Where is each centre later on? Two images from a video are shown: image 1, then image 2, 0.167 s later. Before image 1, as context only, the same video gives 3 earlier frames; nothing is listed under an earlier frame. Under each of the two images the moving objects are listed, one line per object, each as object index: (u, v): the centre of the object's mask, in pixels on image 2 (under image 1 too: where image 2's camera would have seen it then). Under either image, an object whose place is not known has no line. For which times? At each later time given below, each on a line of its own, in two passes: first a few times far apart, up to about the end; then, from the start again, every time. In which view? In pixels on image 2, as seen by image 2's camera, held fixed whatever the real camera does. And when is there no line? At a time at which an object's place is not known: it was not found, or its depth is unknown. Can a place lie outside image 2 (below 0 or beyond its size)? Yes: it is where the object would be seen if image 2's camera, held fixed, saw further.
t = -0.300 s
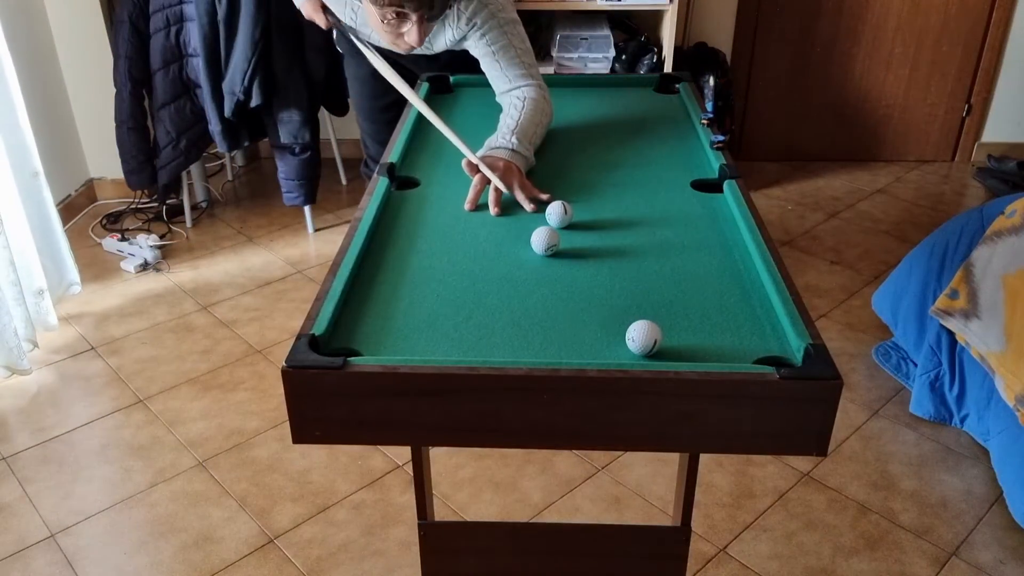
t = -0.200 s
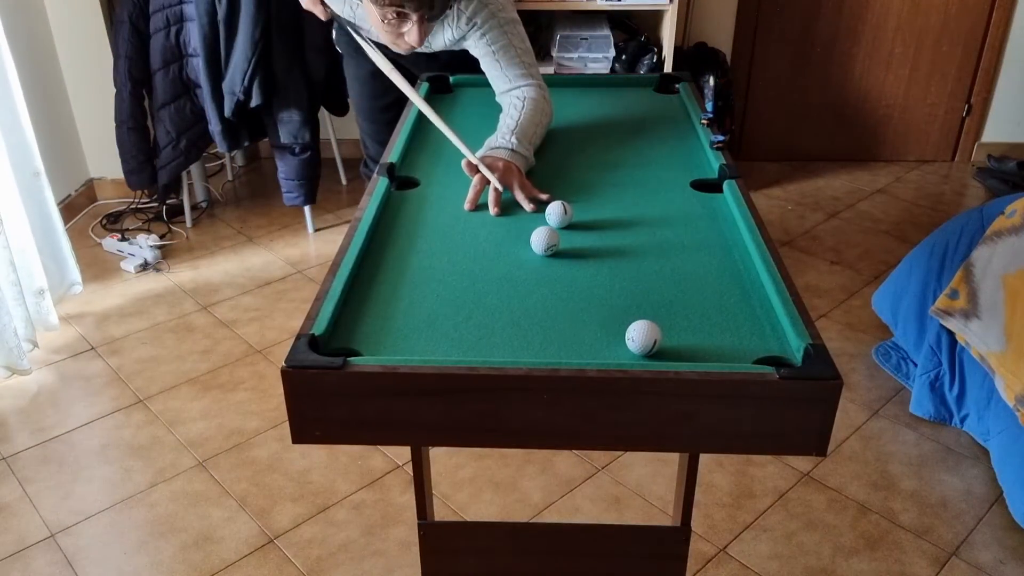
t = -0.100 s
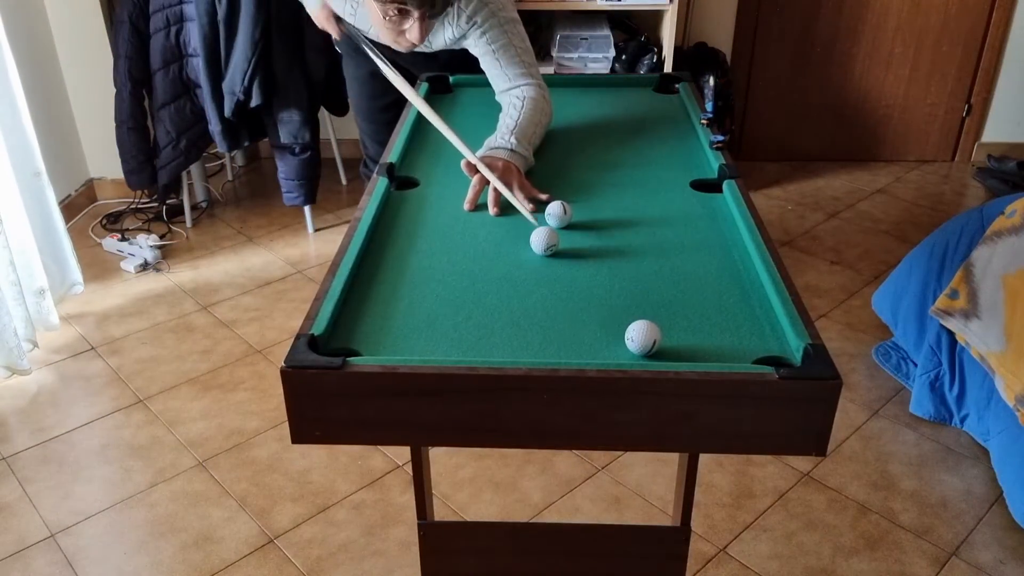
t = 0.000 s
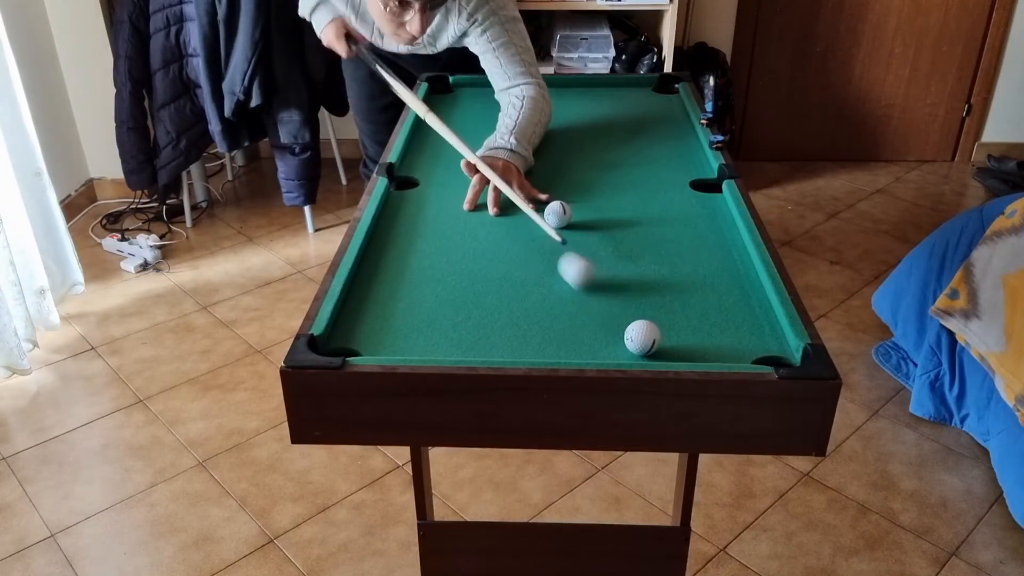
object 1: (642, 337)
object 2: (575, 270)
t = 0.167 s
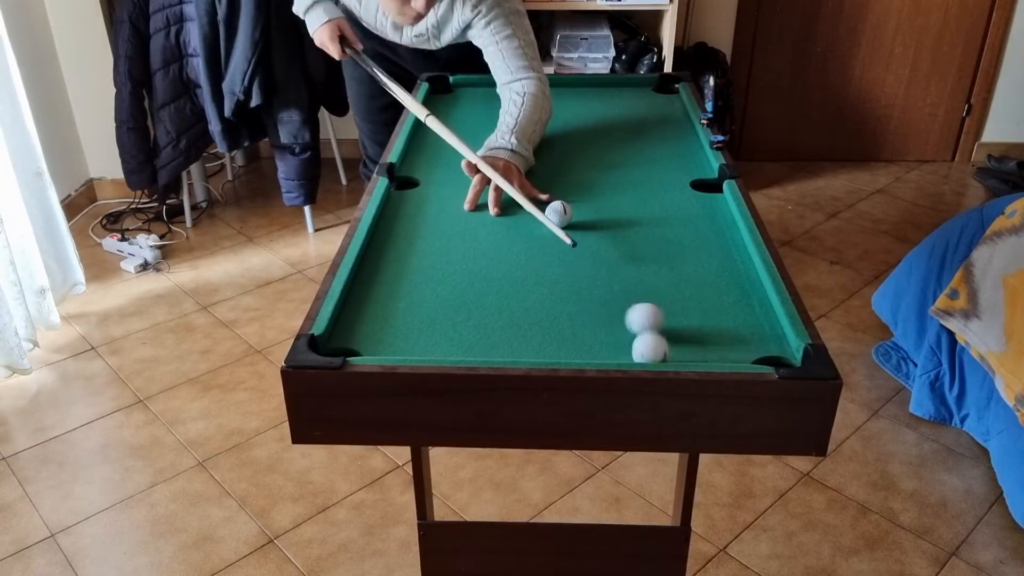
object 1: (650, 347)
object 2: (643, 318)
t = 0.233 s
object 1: (648, 340)
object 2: (669, 320)
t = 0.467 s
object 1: (635, 328)
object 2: (753, 320)
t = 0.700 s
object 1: (627, 318)
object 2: (732, 311)
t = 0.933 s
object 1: (623, 311)
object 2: (699, 303)
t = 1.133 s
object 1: (622, 308)
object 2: (677, 297)
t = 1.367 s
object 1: (622, 305)
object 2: (657, 292)
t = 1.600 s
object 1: (624, 305)
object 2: (643, 285)
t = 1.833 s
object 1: (624, 305)
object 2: (632, 281)
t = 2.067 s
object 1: (624, 305)
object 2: (627, 280)
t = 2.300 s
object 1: (624, 305)
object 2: (629, 280)
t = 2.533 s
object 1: (624, 305)
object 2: (628, 280)
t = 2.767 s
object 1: (624, 305)
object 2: (628, 280)
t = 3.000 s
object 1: (624, 305)
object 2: (628, 280)
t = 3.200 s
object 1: (624, 305)
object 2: (628, 280)
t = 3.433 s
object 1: (624, 305)
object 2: (628, 280)
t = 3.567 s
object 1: (624, 305)
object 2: (628, 280)
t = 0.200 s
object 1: (649, 344)
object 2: (655, 317)
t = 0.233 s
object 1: (648, 340)
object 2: (669, 320)
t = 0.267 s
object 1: (645, 338)
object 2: (680, 321)
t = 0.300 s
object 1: (643, 336)
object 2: (692, 321)
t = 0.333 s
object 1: (642, 334)
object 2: (704, 321)
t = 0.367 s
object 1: (640, 333)
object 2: (717, 321)
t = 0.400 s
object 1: (638, 331)
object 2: (729, 321)
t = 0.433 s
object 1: (636, 329)
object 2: (741, 320)
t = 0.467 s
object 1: (635, 328)
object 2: (753, 320)
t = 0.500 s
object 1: (633, 326)
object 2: (764, 319)
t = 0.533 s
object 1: (632, 325)
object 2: (761, 317)
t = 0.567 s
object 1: (631, 324)
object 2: (754, 316)
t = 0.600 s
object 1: (630, 322)
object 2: (748, 315)
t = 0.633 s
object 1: (629, 321)
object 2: (742, 314)
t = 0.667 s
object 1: (628, 320)
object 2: (737, 312)
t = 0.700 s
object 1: (627, 318)
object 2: (732, 311)
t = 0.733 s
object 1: (627, 317)
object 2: (727, 310)
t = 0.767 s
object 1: (626, 316)
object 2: (722, 309)
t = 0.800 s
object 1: (625, 315)
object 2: (717, 307)
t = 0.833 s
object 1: (625, 314)
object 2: (712, 306)
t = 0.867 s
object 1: (624, 313)
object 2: (708, 305)
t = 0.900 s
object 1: (624, 312)
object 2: (703, 304)
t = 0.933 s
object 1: (623, 311)
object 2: (699, 303)
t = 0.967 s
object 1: (623, 311)
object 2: (695, 302)
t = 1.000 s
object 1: (623, 310)
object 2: (691, 301)
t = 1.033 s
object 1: (622, 309)
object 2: (688, 300)
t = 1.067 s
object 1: (622, 309)
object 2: (684, 299)
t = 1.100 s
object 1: (622, 308)
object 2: (681, 298)
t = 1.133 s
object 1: (622, 308)
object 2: (677, 297)
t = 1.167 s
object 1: (622, 307)
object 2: (674, 296)
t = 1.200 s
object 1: (622, 307)
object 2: (671, 295)
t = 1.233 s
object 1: (622, 306)
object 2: (668, 294)
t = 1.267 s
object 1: (622, 306)
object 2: (665, 294)
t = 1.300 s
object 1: (622, 306)
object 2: (662, 293)
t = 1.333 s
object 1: (622, 305)
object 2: (660, 292)
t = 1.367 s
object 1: (622, 305)
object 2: (657, 292)
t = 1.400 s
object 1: (622, 305)
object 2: (655, 291)
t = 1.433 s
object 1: (622, 305)
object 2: (652, 290)
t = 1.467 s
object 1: (623, 305)
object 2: (650, 289)
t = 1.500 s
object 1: (623, 305)
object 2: (649, 288)
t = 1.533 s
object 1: (623, 305)
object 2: (647, 287)
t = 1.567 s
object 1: (624, 305)
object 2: (645, 287)
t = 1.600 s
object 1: (624, 305)
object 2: (643, 285)
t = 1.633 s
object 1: (624, 305)
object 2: (641, 285)
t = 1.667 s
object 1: (624, 305)
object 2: (639, 284)
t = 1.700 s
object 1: (624, 304)
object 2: (638, 283)
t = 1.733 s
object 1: (624, 305)
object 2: (636, 282)
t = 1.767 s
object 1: (624, 305)
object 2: (634, 282)
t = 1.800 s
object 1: (624, 305)
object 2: (633, 281)
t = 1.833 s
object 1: (624, 305)
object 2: (632, 281)
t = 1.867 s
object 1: (624, 305)
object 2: (631, 281)
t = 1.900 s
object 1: (624, 305)
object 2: (629, 280)
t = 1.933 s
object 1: (624, 305)
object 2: (628, 280)
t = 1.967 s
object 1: (624, 305)
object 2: (627, 280)
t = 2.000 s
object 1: (624, 305)
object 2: (627, 280)
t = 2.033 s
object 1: (624, 305)
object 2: (627, 280)
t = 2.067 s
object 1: (624, 305)
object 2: (627, 280)
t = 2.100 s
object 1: (624, 305)
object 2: (627, 279)
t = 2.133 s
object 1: (624, 305)
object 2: (627, 280)
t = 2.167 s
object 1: (624, 305)
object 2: (627, 280)
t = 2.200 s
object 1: (624, 305)
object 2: (627, 279)
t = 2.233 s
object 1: (624, 305)
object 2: (628, 279)
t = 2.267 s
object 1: (624, 305)
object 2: (628, 279)
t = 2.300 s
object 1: (624, 305)
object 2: (629, 280)
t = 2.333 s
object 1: (624, 305)
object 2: (629, 280)
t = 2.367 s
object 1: (624, 305)
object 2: (629, 280)
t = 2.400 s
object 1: (624, 305)
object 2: (629, 280)
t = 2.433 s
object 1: (624, 305)
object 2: (628, 280)
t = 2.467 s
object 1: (624, 305)
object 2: (628, 280)
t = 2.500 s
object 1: (624, 305)
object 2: (628, 280)
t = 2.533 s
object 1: (624, 305)
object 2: (628, 280)
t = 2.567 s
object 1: (624, 305)
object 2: (628, 279)
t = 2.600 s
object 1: (624, 305)
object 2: (628, 280)
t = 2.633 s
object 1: (624, 305)
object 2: (628, 280)
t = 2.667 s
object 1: (624, 305)
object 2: (628, 280)
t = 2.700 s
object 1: (624, 305)
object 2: (628, 280)
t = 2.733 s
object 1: (624, 305)
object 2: (628, 280)
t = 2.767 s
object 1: (624, 305)
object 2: (628, 280)
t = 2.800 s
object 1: (624, 305)
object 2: (628, 280)
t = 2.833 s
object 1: (624, 305)
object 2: (628, 279)
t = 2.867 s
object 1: (624, 305)
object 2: (628, 279)
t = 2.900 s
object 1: (624, 305)
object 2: (628, 280)
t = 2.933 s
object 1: (624, 305)
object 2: (628, 280)
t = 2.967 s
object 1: (624, 305)
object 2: (628, 280)
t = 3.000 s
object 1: (624, 305)
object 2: (628, 280)
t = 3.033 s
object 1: (624, 305)
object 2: (628, 280)
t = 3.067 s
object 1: (624, 305)
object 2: (628, 280)
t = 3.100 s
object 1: (624, 305)
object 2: (628, 280)
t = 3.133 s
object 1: (624, 305)
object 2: (628, 280)
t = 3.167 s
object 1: (624, 305)
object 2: (628, 280)
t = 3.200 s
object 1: (624, 305)
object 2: (628, 280)
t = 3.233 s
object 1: (624, 305)
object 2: (628, 280)
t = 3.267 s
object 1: (624, 305)
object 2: (628, 280)
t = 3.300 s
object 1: (624, 305)
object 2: (628, 280)
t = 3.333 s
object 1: (624, 305)
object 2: (628, 280)
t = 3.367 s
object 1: (624, 305)
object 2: (628, 280)
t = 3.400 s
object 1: (624, 305)
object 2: (628, 280)
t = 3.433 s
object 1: (624, 305)
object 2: (628, 280)
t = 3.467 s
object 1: (624, 305)
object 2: (628, 280)
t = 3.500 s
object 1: (624, 305)
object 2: (628, 280)
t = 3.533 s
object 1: (624, 305)
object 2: (628, 280)
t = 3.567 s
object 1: (624, 305)
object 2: (628, 280)
